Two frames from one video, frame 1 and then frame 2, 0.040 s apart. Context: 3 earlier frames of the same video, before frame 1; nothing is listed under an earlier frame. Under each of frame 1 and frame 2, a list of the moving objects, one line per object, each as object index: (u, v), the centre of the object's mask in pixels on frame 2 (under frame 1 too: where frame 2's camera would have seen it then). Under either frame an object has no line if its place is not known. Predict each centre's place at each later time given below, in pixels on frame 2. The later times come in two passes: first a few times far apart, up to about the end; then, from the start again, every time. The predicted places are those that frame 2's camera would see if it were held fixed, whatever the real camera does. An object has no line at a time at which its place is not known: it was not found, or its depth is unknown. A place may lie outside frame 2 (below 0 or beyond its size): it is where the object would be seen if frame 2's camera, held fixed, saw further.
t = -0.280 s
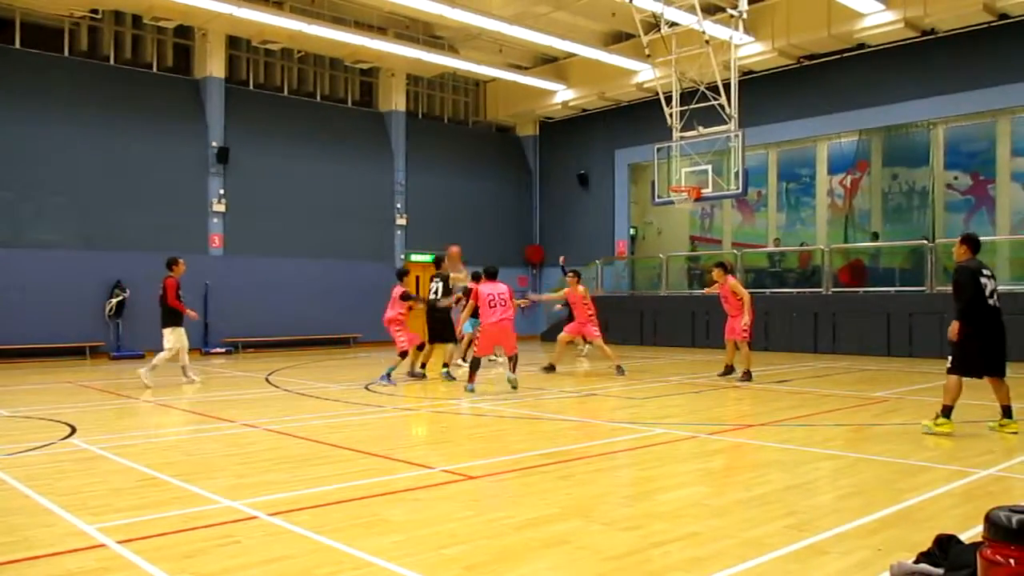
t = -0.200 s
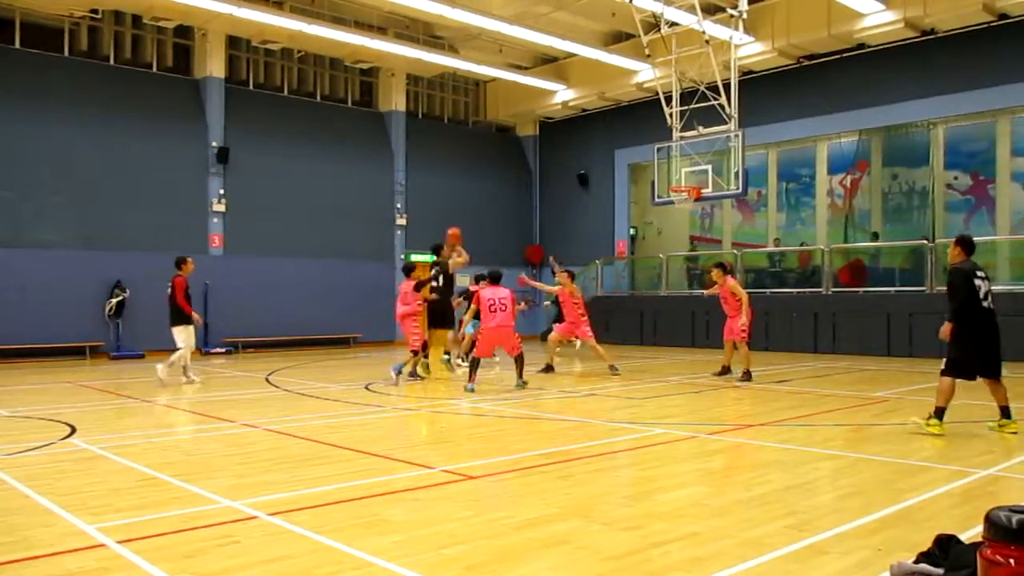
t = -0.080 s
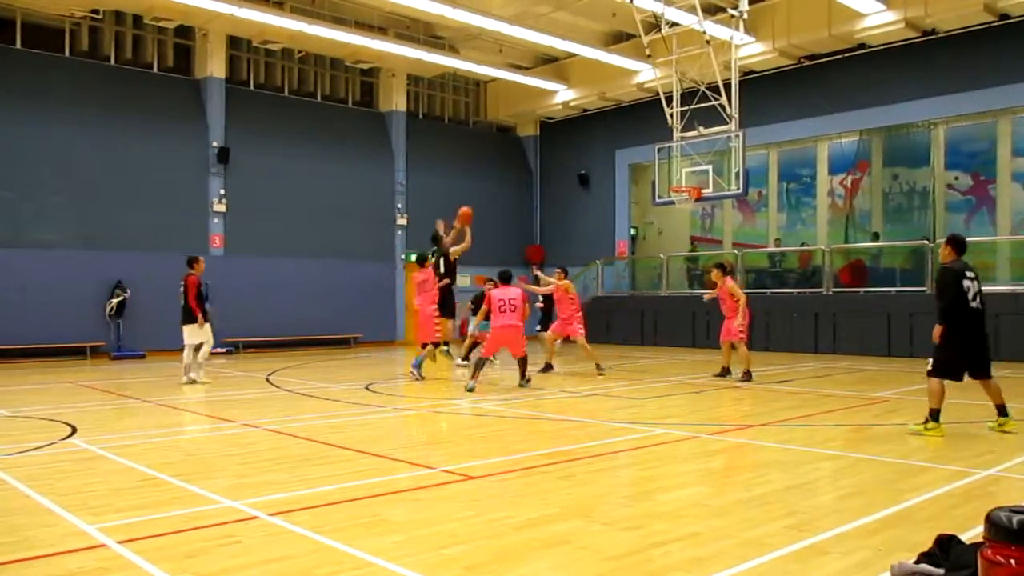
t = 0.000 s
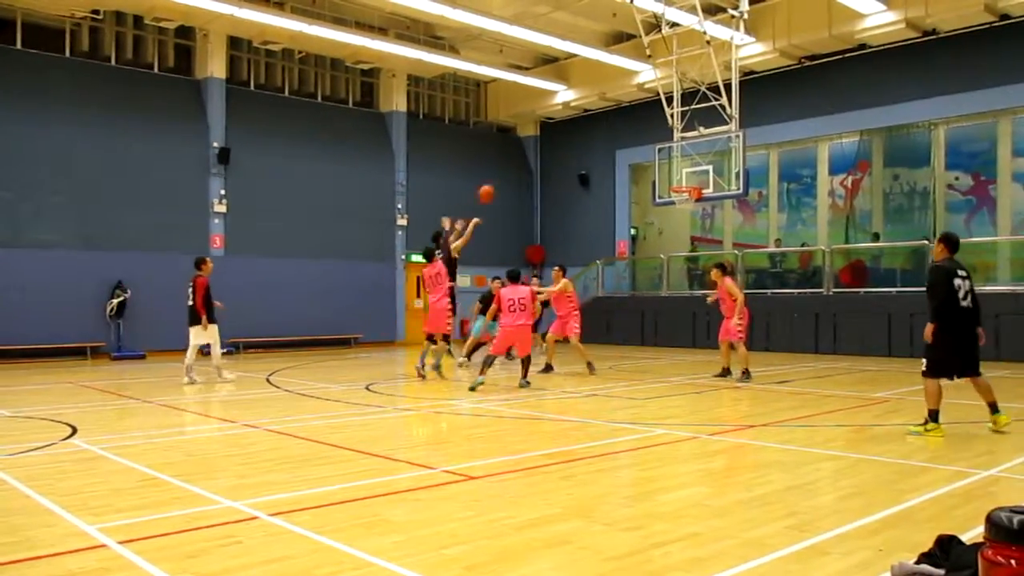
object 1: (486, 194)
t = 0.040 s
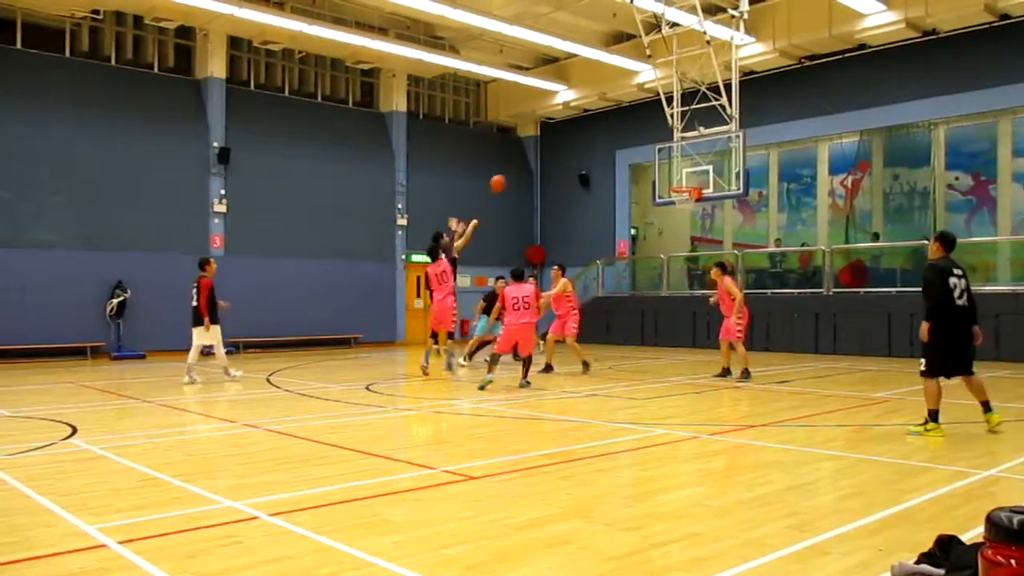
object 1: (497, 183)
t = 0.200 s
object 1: (539, 156)
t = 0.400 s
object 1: (590, 144)
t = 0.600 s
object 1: (637, 156)
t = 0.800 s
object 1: (676, 177)
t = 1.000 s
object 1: (685, 165)
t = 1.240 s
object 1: (698, 178)
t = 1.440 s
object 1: (719, 176)
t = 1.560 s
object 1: (727, 182)
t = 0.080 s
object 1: (508, 174)
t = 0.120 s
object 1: (519, 167)
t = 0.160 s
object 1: (529, 161)
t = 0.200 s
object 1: (539, 156)
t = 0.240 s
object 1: (550, 151)
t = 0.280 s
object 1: (560, 148)
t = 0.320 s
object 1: (570, 145)
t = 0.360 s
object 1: (580, 145)
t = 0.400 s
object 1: (590, 144)
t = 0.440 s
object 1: (600, 145)
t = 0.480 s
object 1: (609, 146)
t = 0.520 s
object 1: (619, 147)
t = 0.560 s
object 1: (628, 151)
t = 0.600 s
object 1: (637, 156)
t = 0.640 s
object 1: (648, 161)
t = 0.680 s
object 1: (656, 167)
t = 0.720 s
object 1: (664, 173)
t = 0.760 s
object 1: (674, 181)
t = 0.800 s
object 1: (676, 177)
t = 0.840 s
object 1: (677, 173)
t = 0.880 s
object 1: (679, 170)
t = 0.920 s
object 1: (681, 167)
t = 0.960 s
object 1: (683, 166)
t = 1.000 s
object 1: (685, 165)
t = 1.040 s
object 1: (687, 165)
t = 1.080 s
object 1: (689, 166)
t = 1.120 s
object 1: (691, 168)
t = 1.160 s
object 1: (693, 172)
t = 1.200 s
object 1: (695, 176)
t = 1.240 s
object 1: (698, 178)
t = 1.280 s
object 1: (701, 177)
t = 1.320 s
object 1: (706, 176)
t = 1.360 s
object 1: (712, 174)
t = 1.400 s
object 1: (714, 174)
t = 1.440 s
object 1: (719, 176)
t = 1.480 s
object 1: (724, 178)
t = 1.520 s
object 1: (726, 180)
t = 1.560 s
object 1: (727, 182)
